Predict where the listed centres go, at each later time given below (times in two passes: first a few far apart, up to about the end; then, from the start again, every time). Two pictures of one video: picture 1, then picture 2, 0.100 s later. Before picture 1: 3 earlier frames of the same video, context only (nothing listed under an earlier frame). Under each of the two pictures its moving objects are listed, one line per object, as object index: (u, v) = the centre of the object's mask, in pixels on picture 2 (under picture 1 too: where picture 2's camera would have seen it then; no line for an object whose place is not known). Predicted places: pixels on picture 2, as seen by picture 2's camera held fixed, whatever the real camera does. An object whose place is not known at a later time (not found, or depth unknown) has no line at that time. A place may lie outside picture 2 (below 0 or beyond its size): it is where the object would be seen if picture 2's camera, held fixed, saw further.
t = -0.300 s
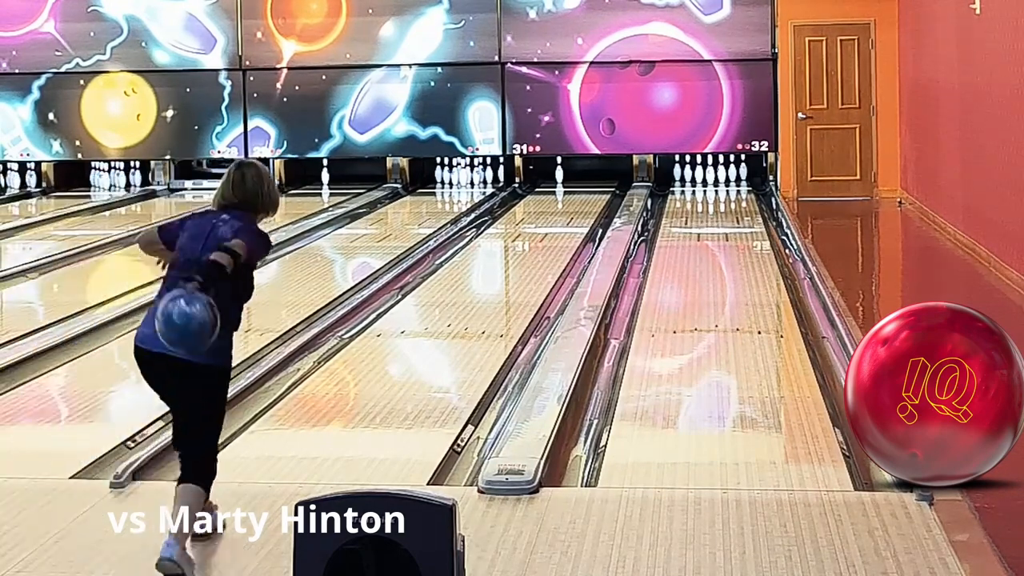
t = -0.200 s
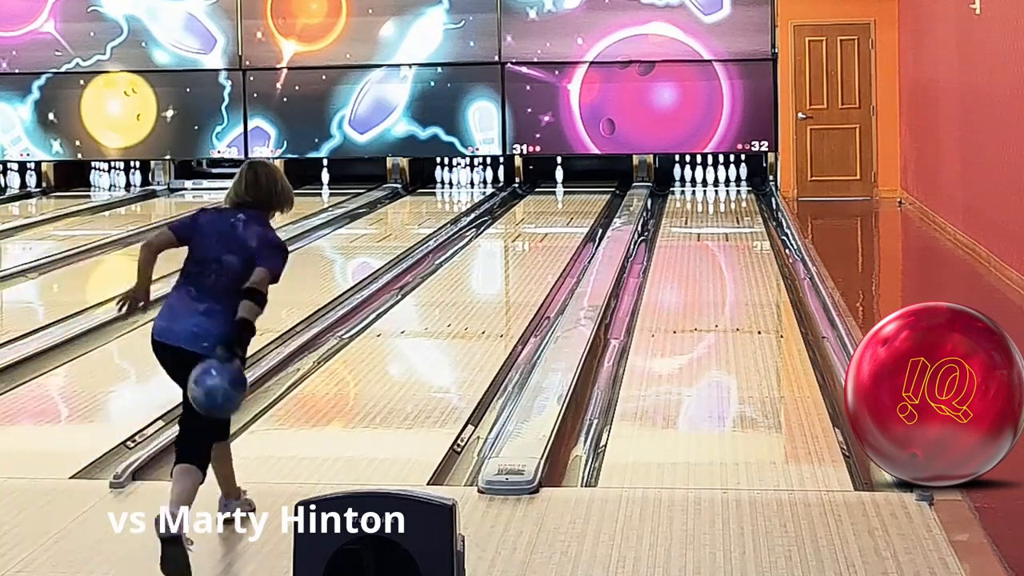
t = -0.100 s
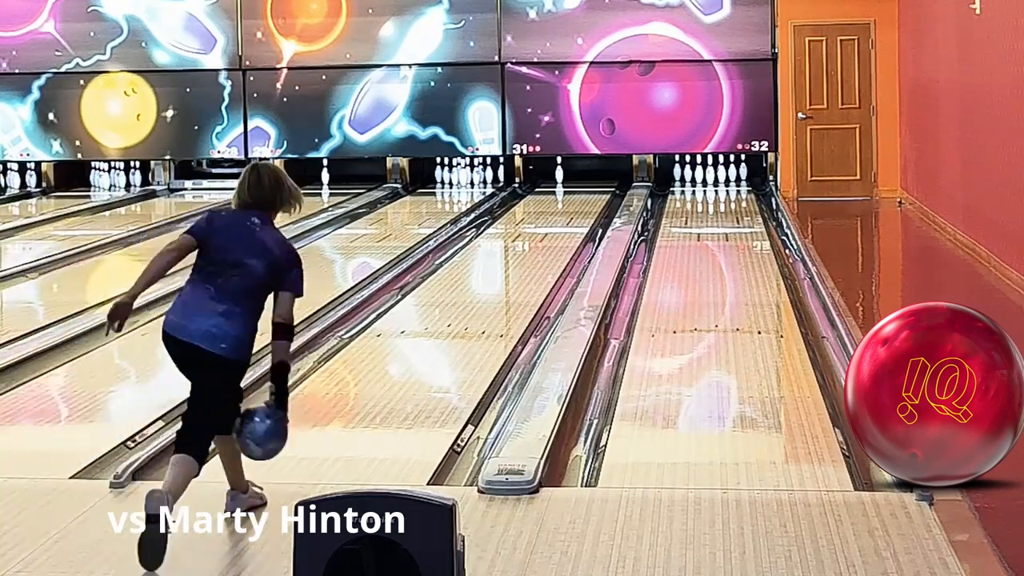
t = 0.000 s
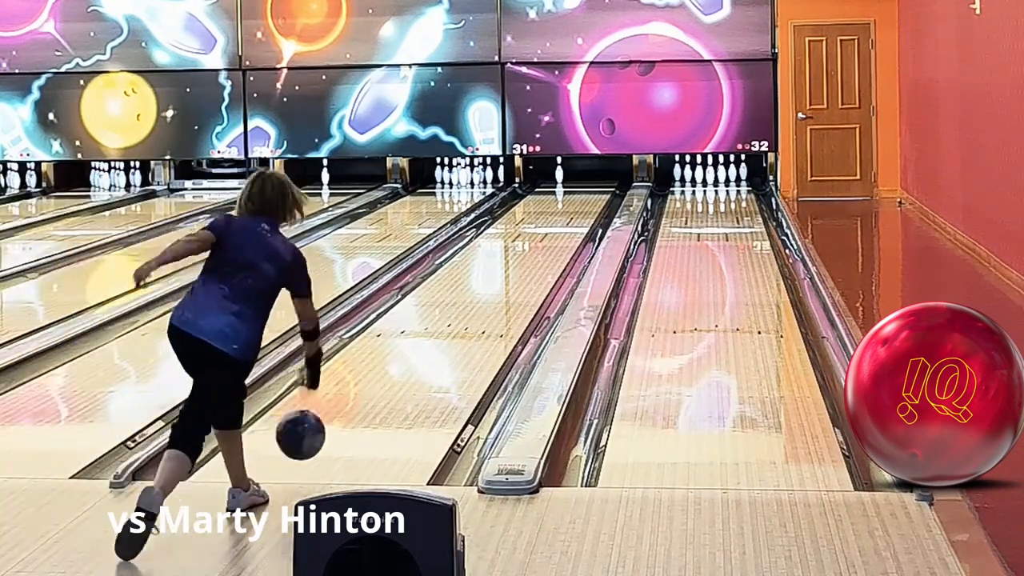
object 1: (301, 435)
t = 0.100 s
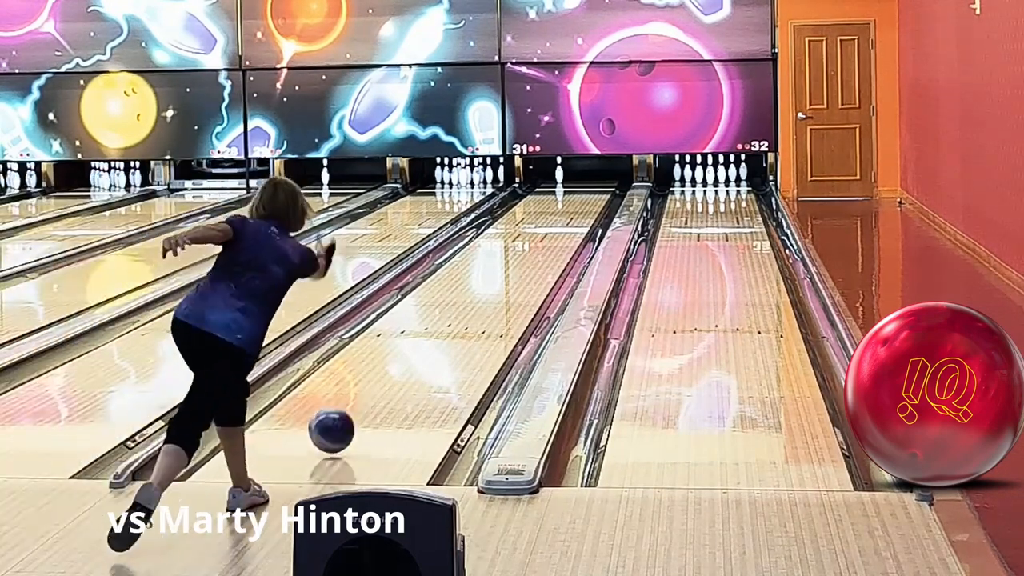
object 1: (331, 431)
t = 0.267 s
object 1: (372, 388)
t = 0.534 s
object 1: (420, 336)
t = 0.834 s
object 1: (459, 295)
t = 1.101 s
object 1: (484, 266)
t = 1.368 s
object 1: (504, 245)
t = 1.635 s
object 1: (520, 227)
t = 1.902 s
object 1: (532, 212)
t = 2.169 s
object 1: (542, 199)
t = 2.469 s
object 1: (549, 188)
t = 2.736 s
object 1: (555, 179)
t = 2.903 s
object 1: (555, 176)
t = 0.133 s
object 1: (340, 417)
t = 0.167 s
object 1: (349, 408)
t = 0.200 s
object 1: (357, 401)
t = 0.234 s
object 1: (365, 397)
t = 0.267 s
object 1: (372, 388)
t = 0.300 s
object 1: (379, 381)
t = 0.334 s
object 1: (386, 374)
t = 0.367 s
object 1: (392, 367)
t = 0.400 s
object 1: (398, 360)
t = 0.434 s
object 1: (404, 354)
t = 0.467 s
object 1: (410, 347)
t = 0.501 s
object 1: (415, 342)
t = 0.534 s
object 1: (420, 336)
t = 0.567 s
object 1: (425, 331)
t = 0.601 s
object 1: (430, 326)
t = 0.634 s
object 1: (435, 321)
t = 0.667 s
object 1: (439, 316)
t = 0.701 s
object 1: (443, 311)
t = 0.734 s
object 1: (447, 307)
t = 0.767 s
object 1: (452, 303)
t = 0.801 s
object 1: (455, 298)
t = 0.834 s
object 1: (459, 295)
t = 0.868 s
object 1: (462, 291)
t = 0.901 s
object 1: (466, 287)
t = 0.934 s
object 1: (469, 283)
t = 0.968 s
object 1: (472, 280)
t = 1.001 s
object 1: (476, 276)
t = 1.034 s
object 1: (479, 273)
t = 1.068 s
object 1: (481, 270)
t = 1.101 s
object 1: (484, 266)
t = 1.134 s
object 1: (487, 263)
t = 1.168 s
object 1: (490, 260)
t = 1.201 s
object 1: (492, 258)
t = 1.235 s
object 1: (495, 255)
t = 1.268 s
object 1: (497, 252)
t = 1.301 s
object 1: (499, 250)
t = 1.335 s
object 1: (502, 247)
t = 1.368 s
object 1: (504, 245)
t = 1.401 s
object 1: (507, 242)
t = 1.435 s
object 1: (508, 239)
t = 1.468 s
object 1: (510, 237)
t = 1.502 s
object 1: (512, 235)
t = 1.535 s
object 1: (514, 233)
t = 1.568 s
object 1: (516, 231)
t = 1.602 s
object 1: (518, 229)
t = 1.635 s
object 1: (520, 227)
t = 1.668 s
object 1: (523, 225)
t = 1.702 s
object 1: (523, 223)
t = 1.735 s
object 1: (525, 221)
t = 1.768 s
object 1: (526, 219)
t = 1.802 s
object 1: (528, 217)
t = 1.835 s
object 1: (530, 215)
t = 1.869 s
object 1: (531, 214)
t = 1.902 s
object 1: (532, 212)
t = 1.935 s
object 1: (534, 210)
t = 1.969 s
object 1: (535, 209)
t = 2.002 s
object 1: (537, 207)
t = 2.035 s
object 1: (538, 205)
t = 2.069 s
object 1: (539, 203)
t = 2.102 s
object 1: (539, 202)
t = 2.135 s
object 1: (541, 201)
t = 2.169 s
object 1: (542, 199)
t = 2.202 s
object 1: (542, 198)
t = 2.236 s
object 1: (544, 196)
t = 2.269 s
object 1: (545, 195)
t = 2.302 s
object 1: (546, 193)
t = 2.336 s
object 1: (547, 192)
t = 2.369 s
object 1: (547, 192)
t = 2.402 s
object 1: (548, 191)
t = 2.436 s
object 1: (549, 189)
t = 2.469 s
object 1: (549, 188)
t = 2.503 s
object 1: (550, 187)
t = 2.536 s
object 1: (550, 186)
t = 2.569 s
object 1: (551, 185)
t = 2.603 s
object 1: (552, 183)
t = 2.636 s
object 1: (552, 183)
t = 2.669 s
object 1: (551, 182)
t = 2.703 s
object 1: (553, 181)
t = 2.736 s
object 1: (555, 179)
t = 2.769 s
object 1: (555, 178)
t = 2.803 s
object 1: (556, 177)
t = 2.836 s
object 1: (556, 177)
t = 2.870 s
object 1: (557, 177)
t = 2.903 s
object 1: (555, 176)
